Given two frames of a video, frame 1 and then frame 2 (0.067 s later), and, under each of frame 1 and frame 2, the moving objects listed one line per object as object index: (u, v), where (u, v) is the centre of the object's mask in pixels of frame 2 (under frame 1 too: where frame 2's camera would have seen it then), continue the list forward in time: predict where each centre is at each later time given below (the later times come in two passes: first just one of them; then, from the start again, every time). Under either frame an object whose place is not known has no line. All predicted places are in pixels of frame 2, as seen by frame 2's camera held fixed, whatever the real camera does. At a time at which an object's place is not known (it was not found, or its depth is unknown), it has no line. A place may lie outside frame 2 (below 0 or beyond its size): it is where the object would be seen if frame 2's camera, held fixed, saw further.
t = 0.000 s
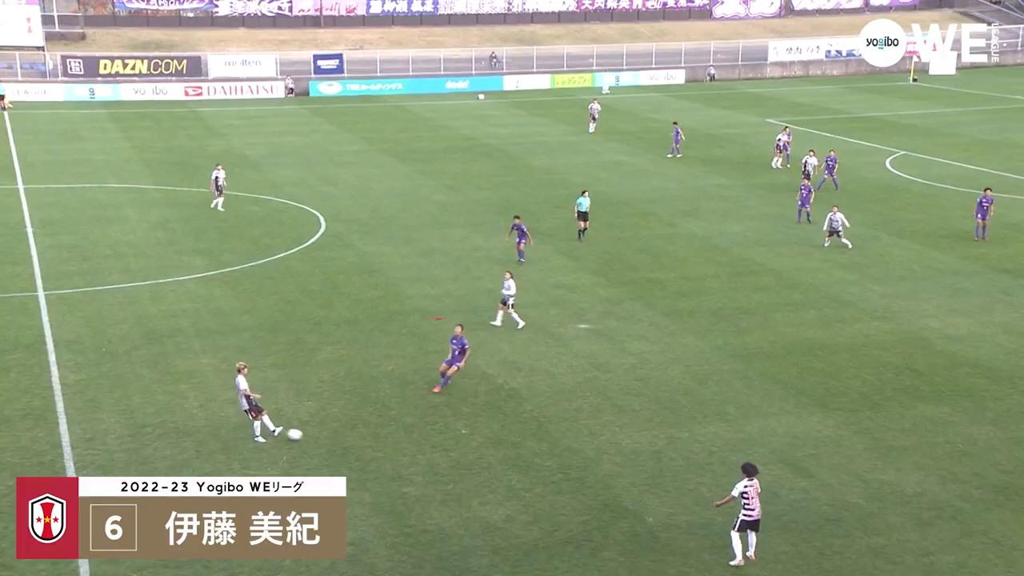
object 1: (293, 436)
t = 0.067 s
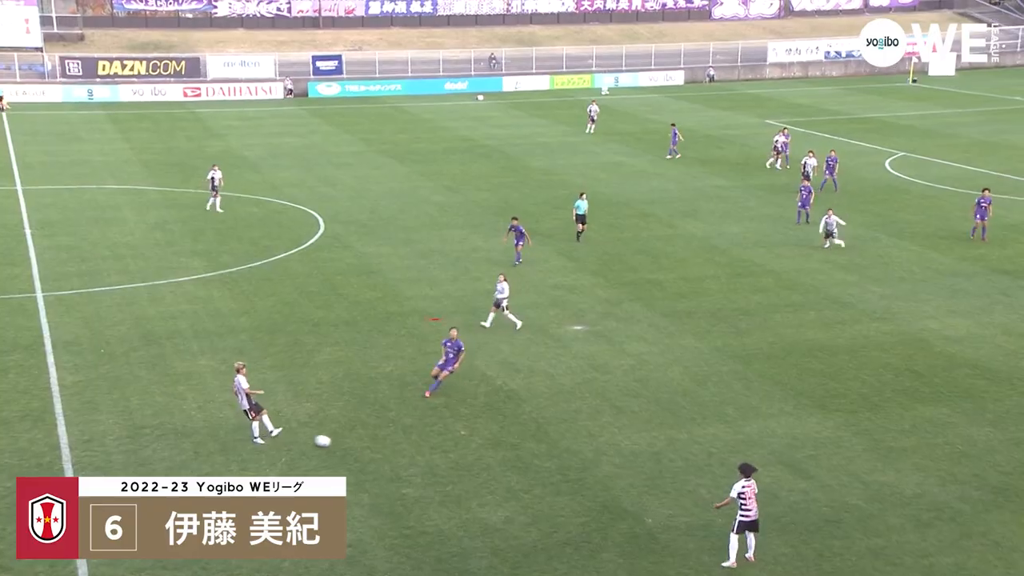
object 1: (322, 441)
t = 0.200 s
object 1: (378, 450)
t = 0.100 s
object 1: (337, 444)
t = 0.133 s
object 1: (351, 446)
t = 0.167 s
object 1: (364, 448)
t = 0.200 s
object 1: (378, 450)
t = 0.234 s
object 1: (392, 452)
